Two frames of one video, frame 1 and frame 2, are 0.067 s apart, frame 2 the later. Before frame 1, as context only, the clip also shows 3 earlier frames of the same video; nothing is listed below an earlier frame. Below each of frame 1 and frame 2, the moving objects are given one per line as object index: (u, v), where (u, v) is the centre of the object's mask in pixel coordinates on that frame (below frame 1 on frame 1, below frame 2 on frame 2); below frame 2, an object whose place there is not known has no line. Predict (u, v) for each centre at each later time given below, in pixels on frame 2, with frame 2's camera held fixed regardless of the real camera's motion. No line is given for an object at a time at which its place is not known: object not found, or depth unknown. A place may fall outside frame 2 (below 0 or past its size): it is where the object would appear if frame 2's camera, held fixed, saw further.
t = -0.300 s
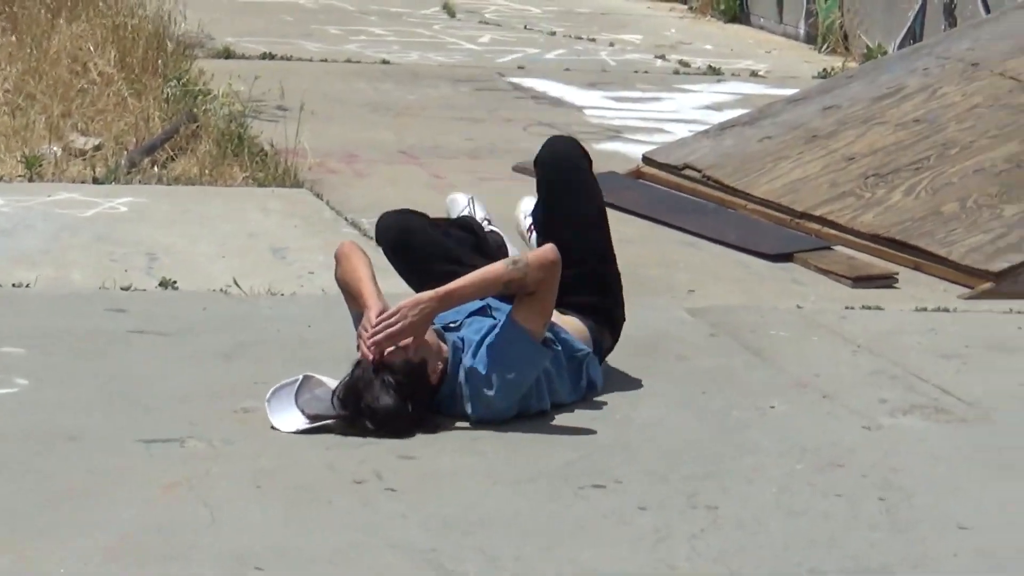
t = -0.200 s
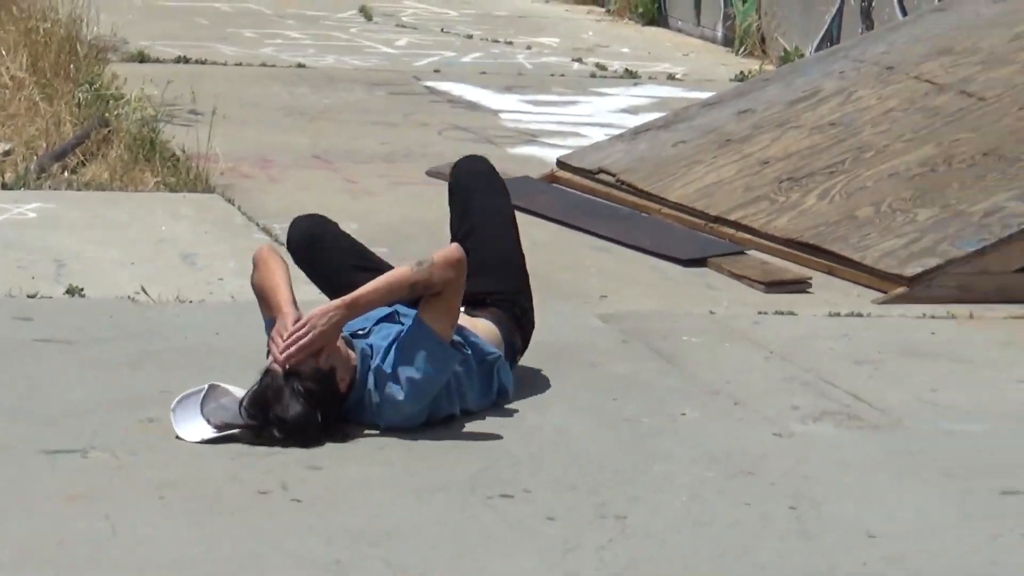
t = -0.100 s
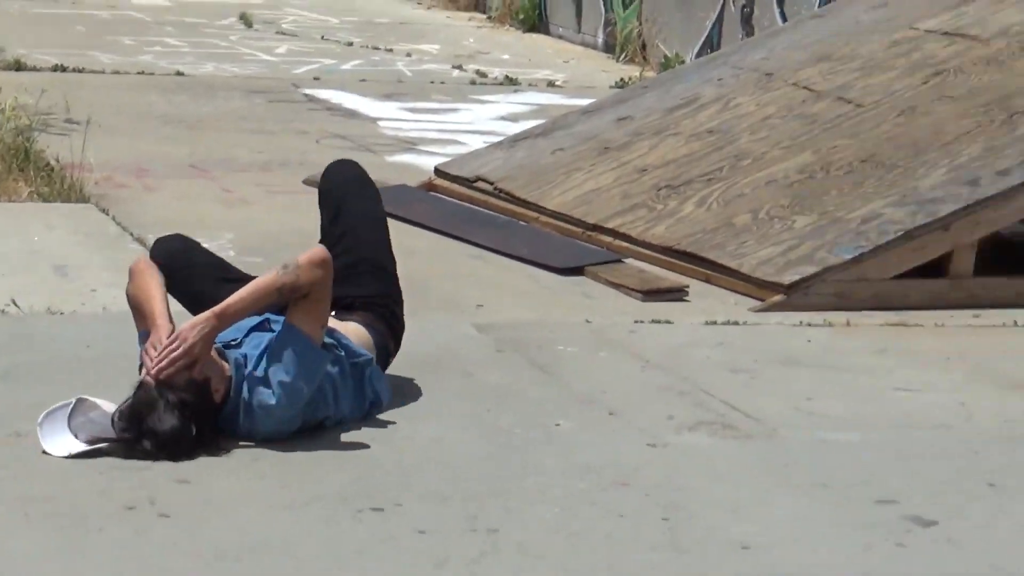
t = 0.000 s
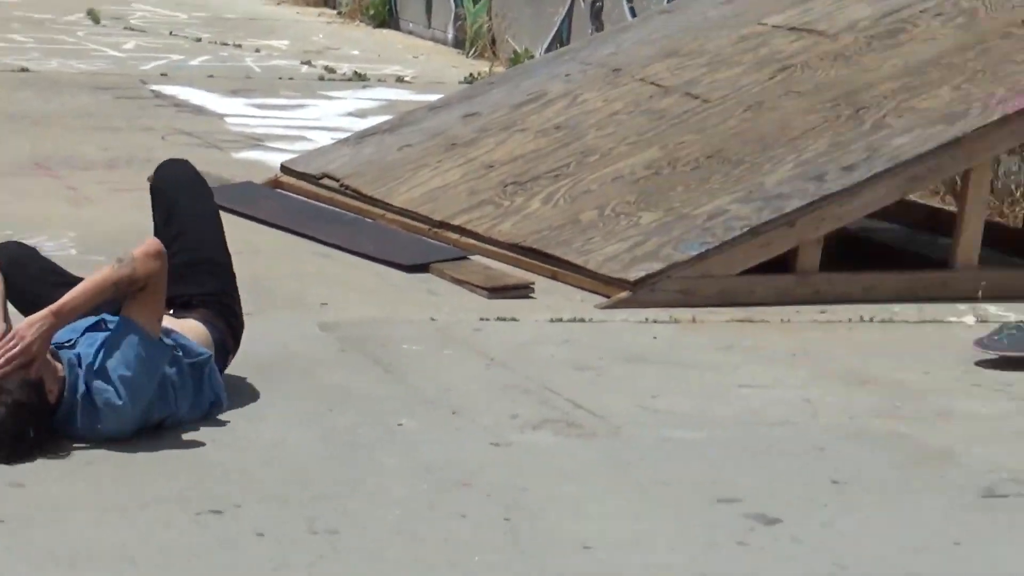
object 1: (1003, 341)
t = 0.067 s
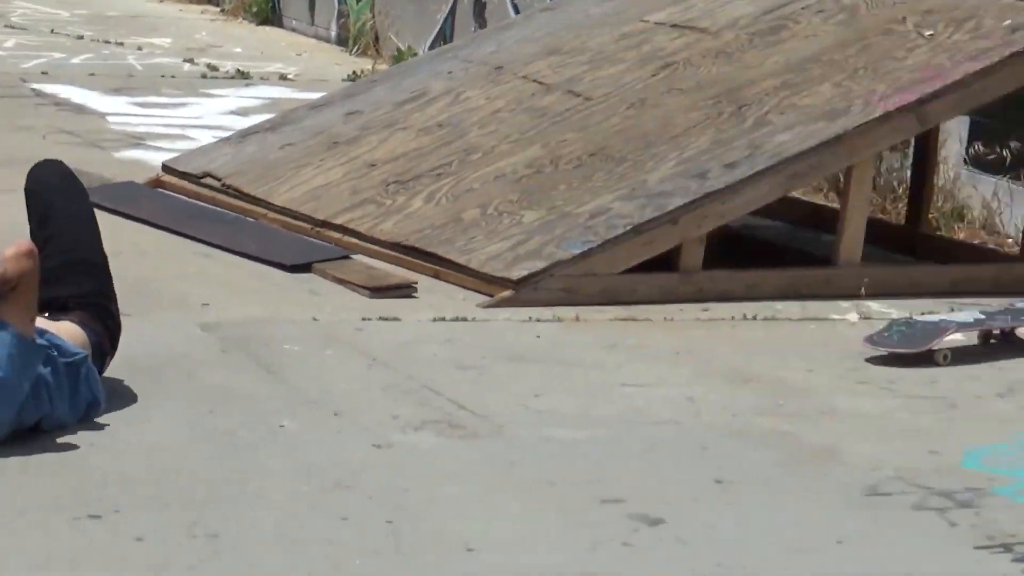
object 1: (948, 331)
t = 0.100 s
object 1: (974, 329)
